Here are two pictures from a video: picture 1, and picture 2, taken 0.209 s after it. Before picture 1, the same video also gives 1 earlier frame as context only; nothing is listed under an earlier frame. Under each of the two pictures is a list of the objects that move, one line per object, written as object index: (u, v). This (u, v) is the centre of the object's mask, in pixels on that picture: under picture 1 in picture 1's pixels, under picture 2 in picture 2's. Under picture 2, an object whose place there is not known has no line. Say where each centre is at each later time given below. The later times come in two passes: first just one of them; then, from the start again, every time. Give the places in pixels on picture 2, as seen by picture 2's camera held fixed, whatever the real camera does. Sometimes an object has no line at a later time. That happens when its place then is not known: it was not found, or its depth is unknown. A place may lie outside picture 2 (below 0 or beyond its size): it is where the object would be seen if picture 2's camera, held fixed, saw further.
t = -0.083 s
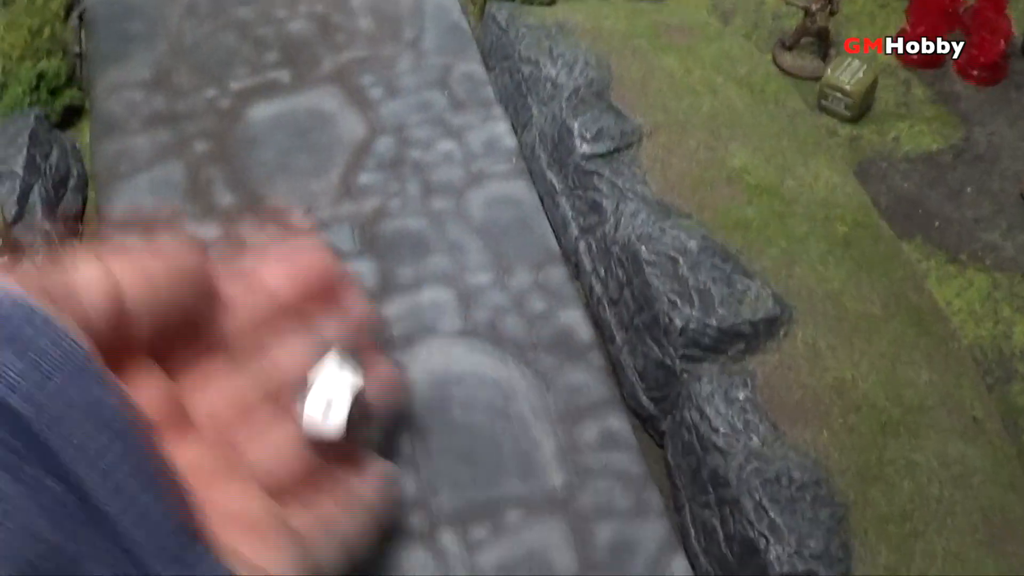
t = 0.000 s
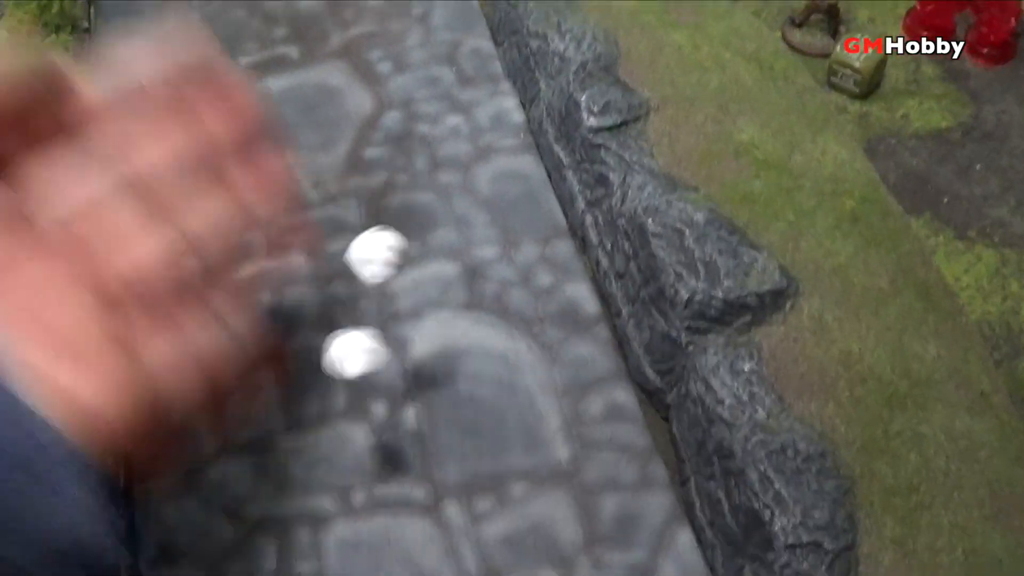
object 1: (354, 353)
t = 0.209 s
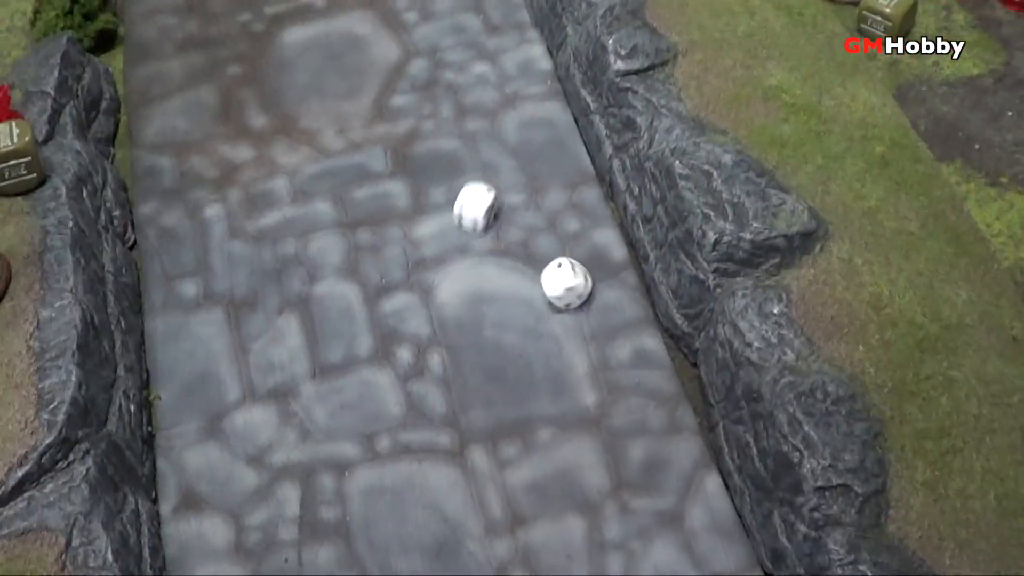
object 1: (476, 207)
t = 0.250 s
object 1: (482, 187)
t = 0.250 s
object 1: (482, 187)
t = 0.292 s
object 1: (488, 172)
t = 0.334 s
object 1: (490, 170)
